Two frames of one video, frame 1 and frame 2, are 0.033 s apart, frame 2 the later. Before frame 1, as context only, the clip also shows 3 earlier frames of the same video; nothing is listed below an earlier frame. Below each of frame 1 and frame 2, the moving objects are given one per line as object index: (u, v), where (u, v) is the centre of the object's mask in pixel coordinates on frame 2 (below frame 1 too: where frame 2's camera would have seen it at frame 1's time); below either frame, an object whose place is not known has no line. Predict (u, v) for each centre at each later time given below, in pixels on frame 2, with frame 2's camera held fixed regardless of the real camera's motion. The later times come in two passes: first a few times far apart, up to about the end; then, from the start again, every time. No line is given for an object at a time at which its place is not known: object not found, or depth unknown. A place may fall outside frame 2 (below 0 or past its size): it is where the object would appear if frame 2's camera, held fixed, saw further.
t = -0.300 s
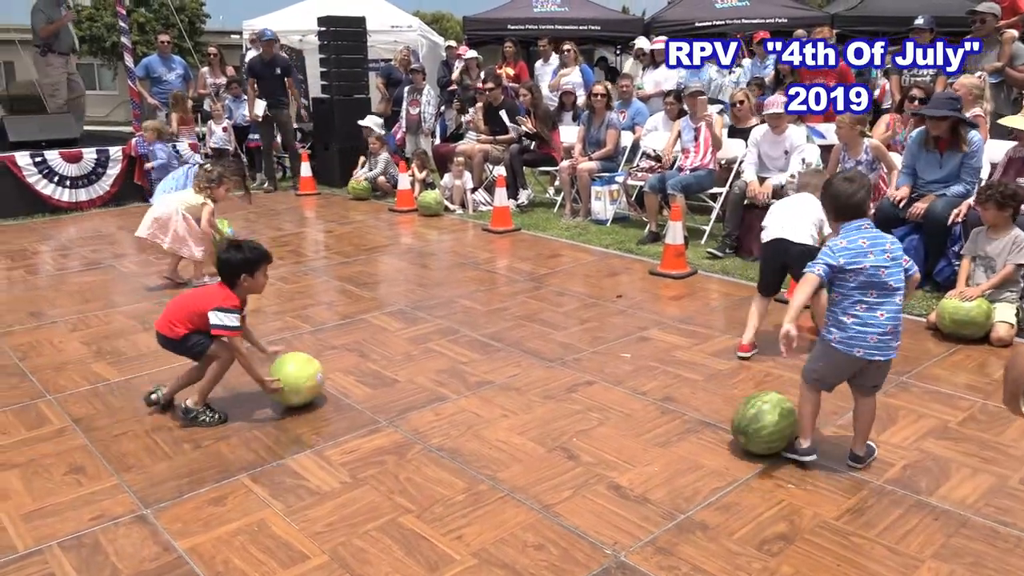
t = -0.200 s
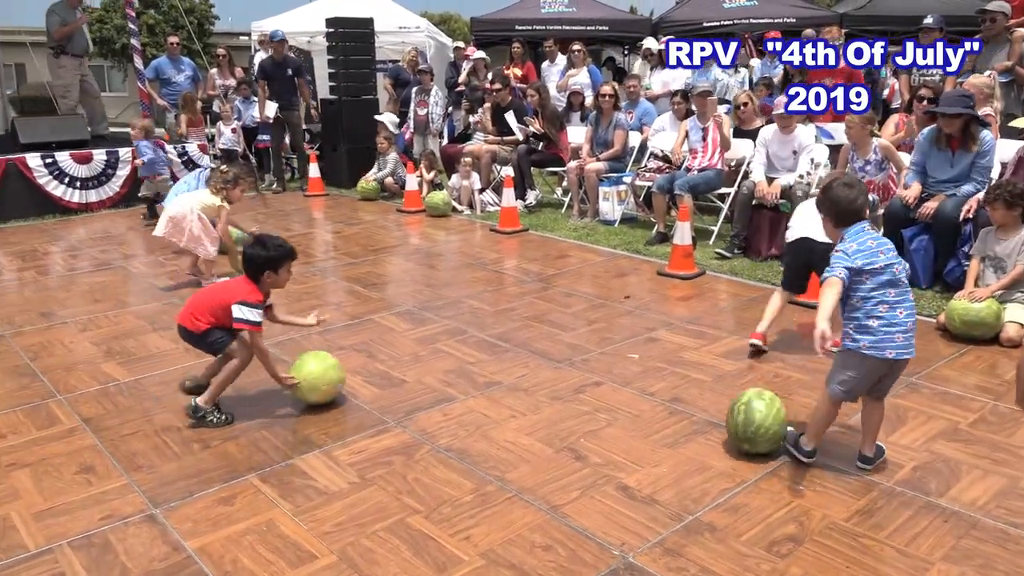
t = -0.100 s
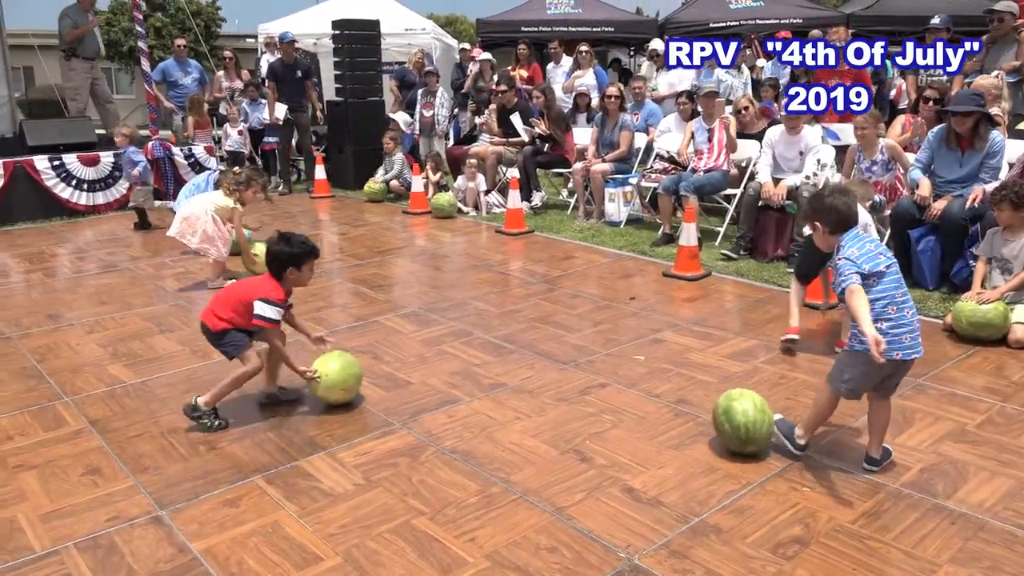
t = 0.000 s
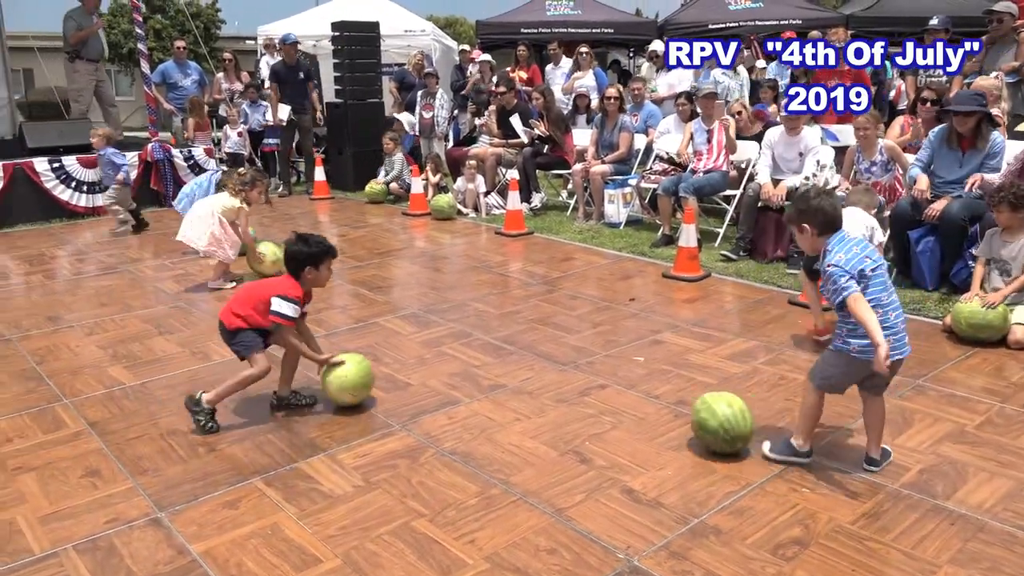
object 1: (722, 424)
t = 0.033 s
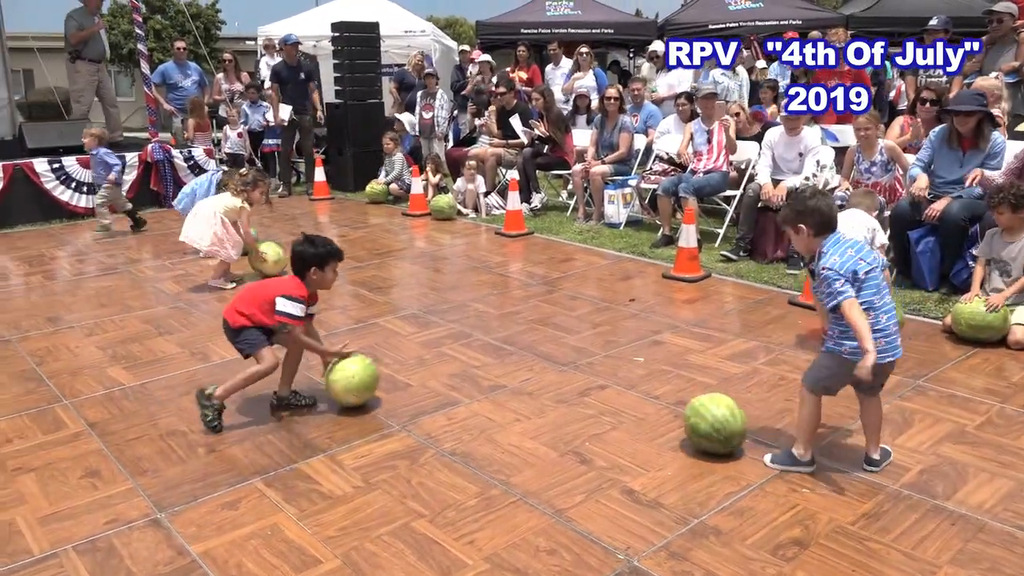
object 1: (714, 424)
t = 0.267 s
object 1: (668, 422)
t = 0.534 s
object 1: (614, 432)
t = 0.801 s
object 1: (554, 438)
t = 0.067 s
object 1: (708, 425)
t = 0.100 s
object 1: (700, 424)
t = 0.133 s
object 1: (693, 423)
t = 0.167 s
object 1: (687, 423)
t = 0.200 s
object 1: (681, 422)
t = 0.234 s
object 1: (674, 422)
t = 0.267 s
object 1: (668, 422)
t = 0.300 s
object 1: (661, 423)
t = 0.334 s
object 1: (655, 424)
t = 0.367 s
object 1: (648, 425)
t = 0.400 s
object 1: (641, 426)
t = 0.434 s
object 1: (635, 427)
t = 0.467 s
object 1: (629, 429)
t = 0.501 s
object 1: (621, 430)
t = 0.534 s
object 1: (614, 432)
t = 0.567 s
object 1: (607, 432)
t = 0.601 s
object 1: (600, 433)
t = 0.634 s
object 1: (593, 434)
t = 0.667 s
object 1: (586, 435)
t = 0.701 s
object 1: (578, 436)
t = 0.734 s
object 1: (571, 437)
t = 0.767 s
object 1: (563, 438)
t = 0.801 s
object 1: (554, 438)
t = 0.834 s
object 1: (546, 440)
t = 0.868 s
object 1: (538, 441)
